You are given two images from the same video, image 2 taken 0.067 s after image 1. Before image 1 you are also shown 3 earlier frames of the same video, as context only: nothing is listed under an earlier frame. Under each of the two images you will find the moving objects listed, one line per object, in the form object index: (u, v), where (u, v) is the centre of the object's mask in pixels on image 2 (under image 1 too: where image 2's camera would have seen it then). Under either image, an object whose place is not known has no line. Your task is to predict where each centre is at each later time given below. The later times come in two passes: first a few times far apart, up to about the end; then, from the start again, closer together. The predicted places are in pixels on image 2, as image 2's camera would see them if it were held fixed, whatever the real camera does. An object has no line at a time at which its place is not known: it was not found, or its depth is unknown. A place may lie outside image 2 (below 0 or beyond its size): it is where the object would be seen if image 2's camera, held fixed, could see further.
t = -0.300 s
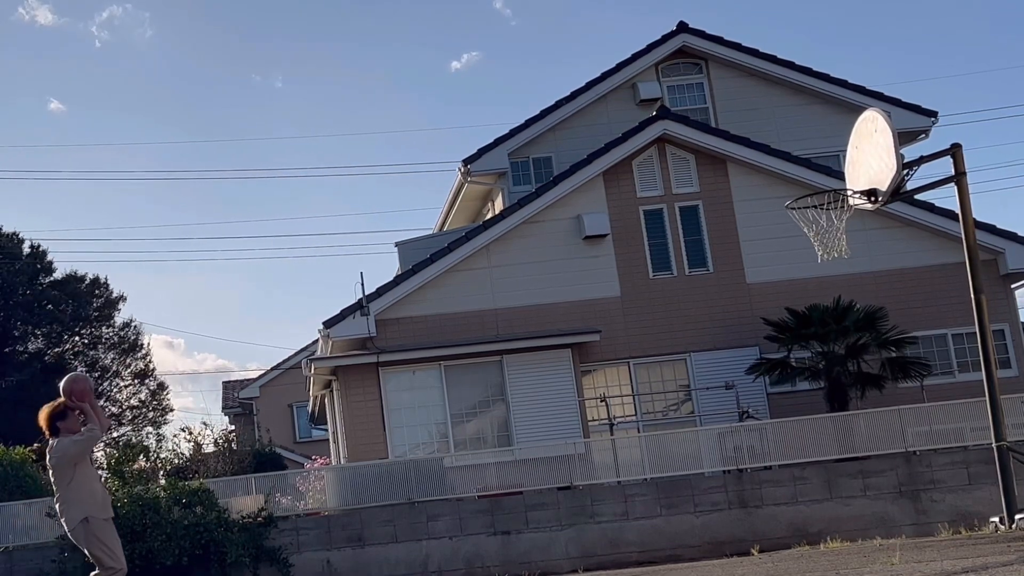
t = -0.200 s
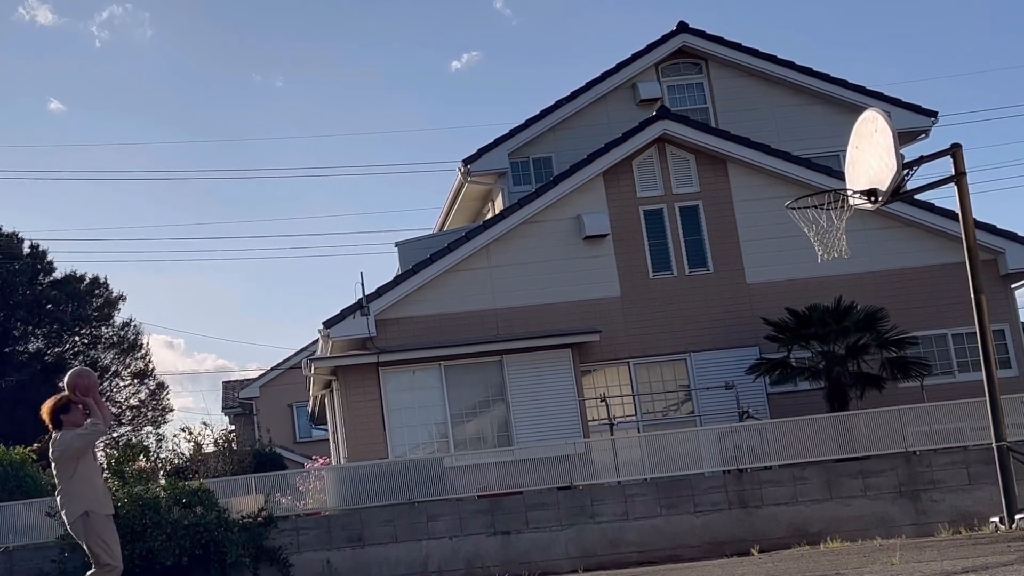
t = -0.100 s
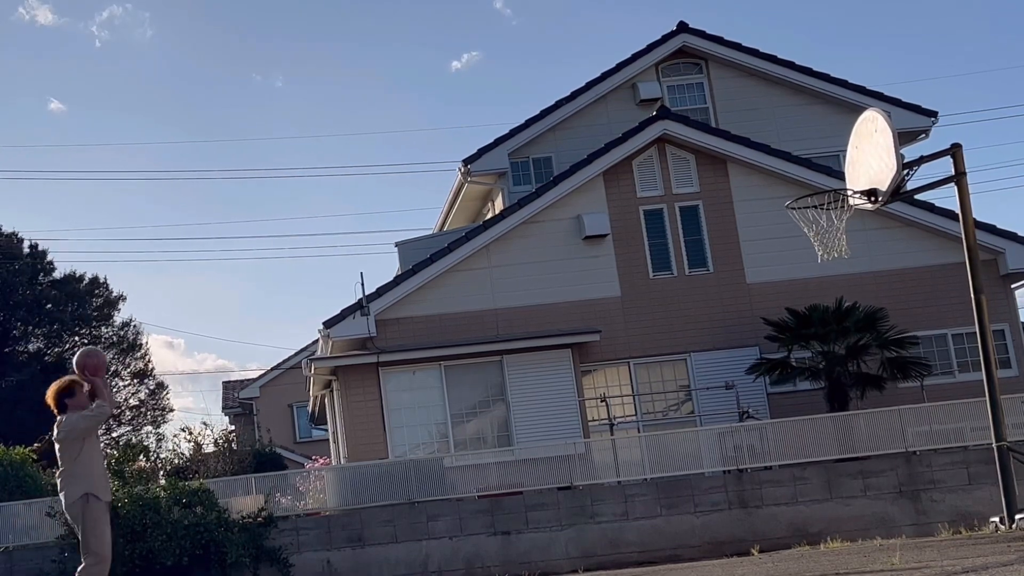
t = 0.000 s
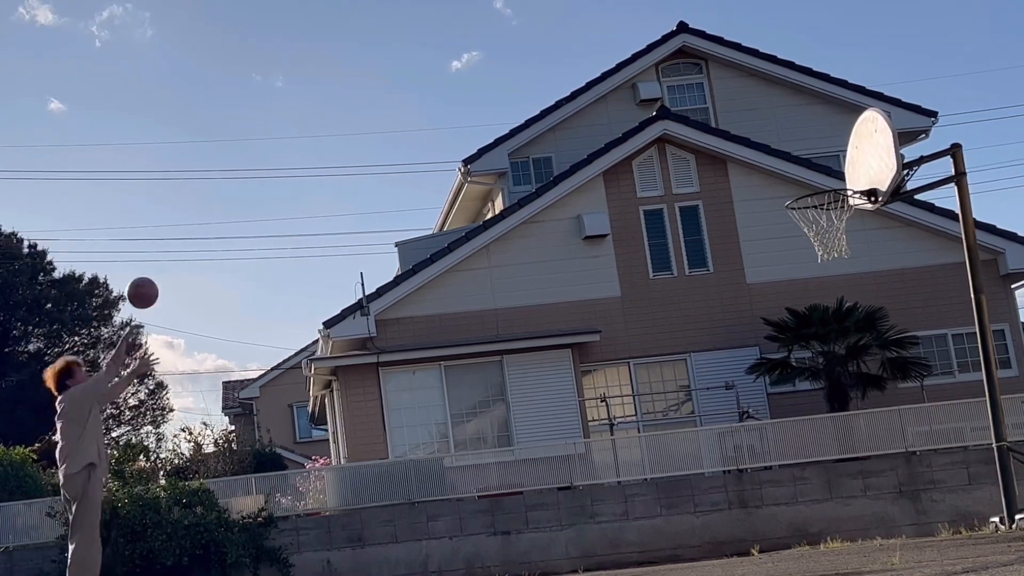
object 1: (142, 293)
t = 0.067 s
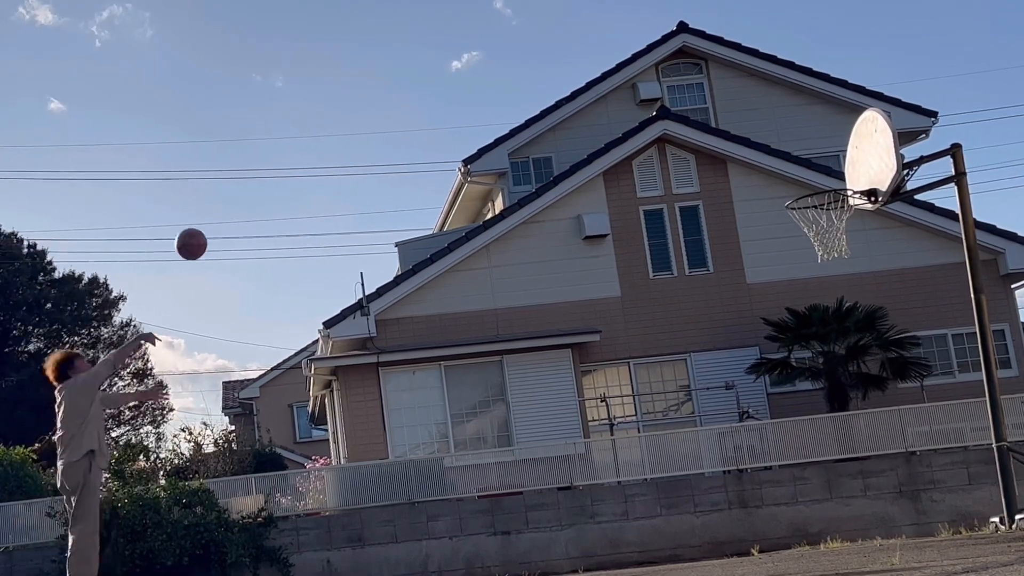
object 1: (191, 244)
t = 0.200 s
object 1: (288, 166)
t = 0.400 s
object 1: (434, 91)
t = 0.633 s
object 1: (610, 68)
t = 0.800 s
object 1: (741, 93)
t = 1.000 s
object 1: (852, 167)
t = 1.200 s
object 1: (802, 140)
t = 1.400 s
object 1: (758, 155)
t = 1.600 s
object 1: (722, 227)
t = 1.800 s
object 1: (694, 367)
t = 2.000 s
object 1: (668, 533)
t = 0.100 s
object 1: (215, 222)
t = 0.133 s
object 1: (240, 202)
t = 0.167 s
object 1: (264, 183)
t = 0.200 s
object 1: (288, 166)
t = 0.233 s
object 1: (313, 150)
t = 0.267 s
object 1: (337, 135)
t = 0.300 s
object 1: (361, 122)
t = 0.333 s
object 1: (385, 111)
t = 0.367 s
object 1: (409, 100)
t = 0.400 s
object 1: (434, 91)
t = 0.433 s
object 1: (458, 84)
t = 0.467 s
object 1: (484, 78)
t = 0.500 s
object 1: (508, 73)
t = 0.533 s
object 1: (533, 70)
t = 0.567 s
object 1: (558, 68)
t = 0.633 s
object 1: (610, 68)
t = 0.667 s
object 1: (635, 71)
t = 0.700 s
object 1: (661, 74)
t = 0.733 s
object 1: (687, 79)
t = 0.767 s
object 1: (714, 85)
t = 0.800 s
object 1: (741, 93)
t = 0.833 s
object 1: (768, 103)
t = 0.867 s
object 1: (796, 114)
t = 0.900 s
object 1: (824, 126)
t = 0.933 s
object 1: (852, 140)
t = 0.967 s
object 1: (863, 153)
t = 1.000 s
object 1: (852, 167)
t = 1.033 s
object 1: (843, 169)
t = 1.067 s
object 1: (834, 161)
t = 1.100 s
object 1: (826, 154)
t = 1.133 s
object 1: (817, 147)
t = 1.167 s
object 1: (810, 143)
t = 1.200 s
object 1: (802, 140)
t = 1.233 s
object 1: (794, 139)
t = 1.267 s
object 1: (786, 139)
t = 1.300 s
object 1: (779, 141)
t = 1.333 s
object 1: (772, 144)
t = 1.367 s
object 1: (765, 149)
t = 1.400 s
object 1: (758, 155)
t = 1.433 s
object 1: (752, 163)
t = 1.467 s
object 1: (746, 172)
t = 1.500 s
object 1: (739, 183)
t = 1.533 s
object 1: (733, 196)
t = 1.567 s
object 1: (727, 211)
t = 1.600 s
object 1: (722, 227)
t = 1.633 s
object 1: (717, 246)
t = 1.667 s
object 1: (712, 266)
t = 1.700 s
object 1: (707, 288)
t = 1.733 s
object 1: (702, 312)
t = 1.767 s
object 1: (698, 338)
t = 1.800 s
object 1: (694, 367)
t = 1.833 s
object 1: (690, 397)
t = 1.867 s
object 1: (687, 430)
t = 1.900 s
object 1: (684, 465)
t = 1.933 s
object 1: (681, 502)
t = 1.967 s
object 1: (678, 542)
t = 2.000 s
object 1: (668, 533)
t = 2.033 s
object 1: (654, 503)
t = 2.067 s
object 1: (640, 474)
